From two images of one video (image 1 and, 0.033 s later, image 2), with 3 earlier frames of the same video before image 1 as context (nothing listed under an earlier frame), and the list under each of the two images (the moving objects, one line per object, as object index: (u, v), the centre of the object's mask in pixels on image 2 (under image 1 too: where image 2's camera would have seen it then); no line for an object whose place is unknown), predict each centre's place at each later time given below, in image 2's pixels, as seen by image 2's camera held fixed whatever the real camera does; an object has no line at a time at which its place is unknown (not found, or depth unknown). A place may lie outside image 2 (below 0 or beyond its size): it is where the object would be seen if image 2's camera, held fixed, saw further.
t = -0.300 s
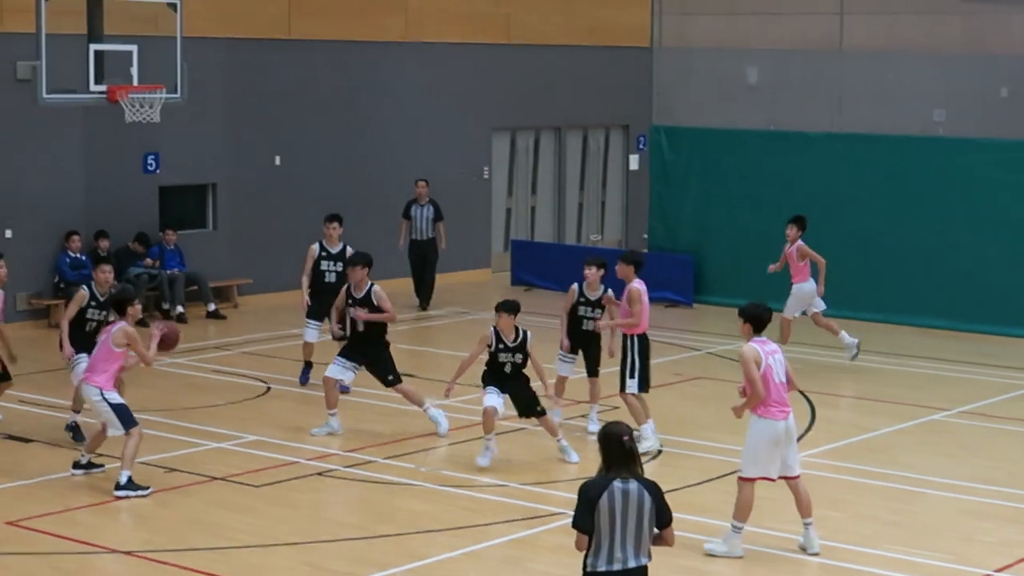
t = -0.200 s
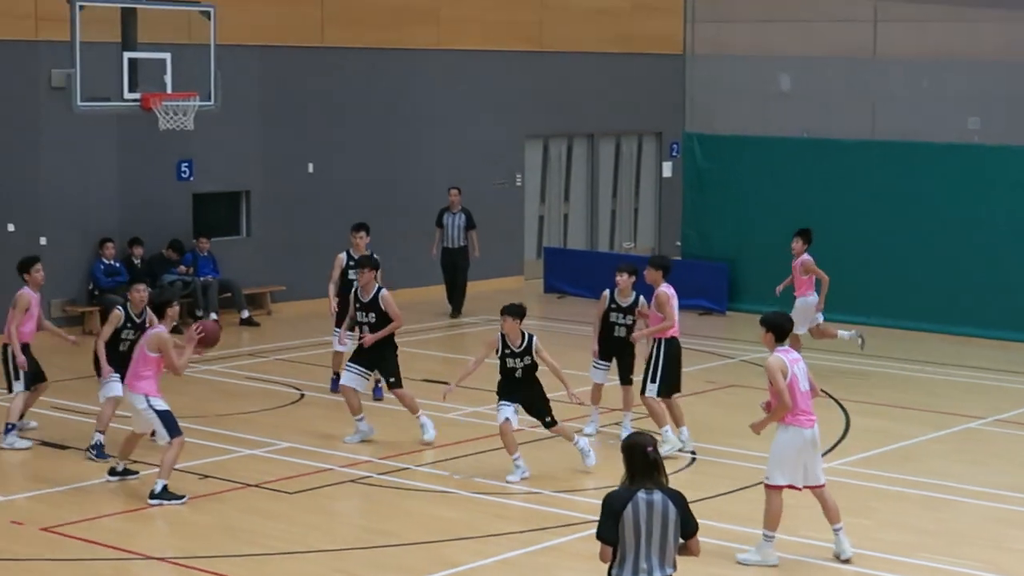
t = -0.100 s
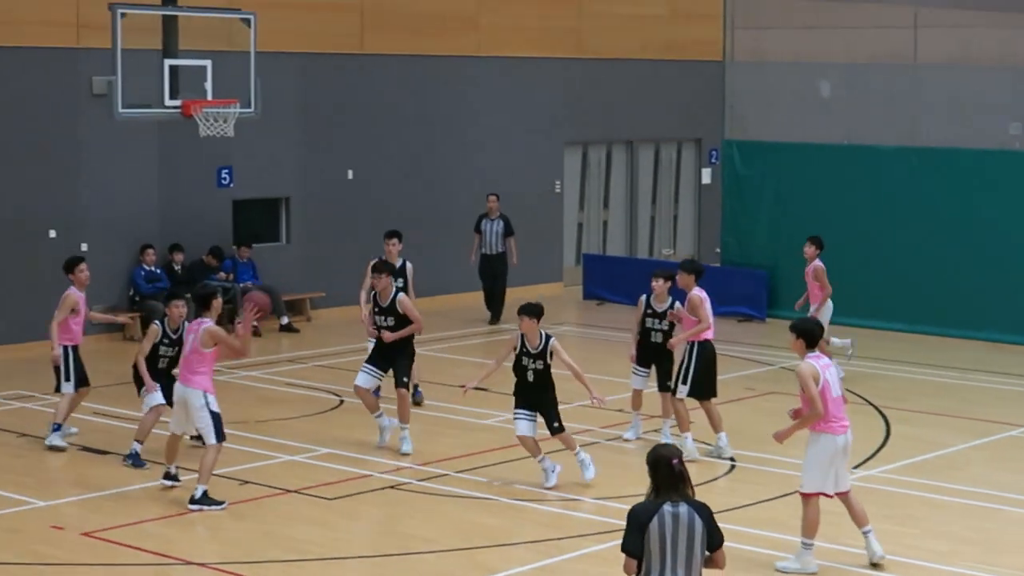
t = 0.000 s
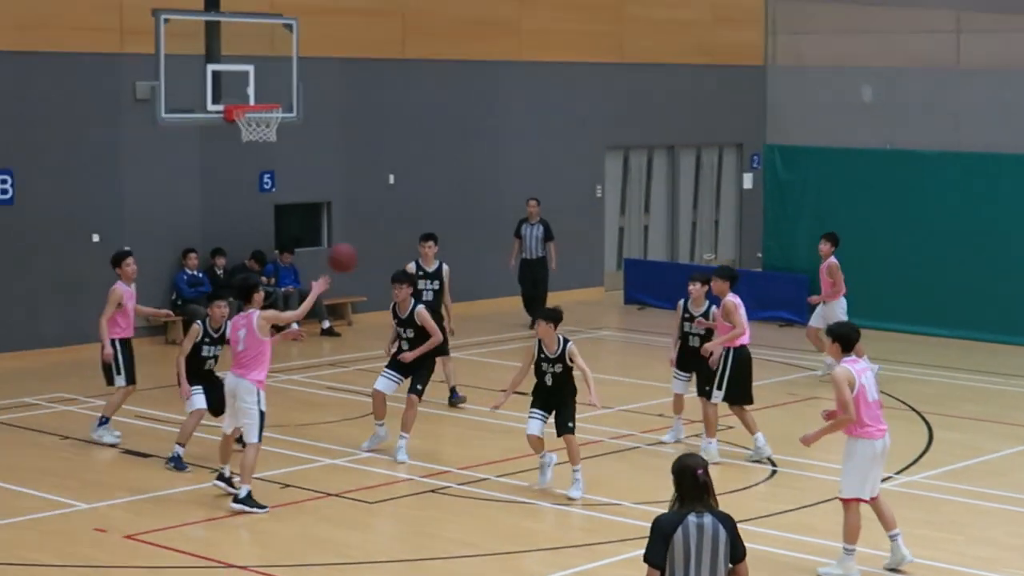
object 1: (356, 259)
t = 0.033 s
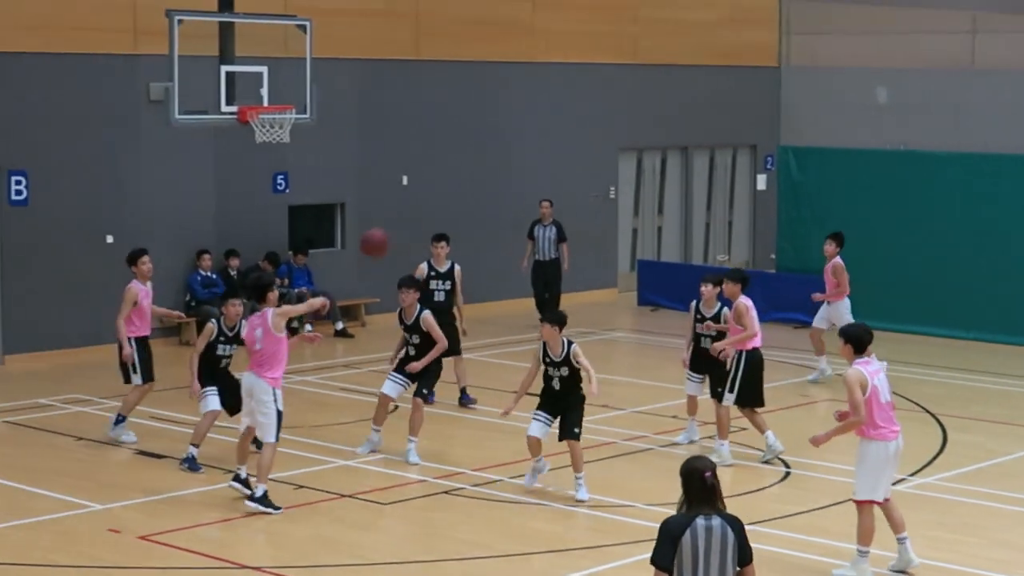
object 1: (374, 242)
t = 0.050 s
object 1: (383, 234)
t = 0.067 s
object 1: (392, 228)
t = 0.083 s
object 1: (401, 221)
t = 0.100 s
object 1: (410, 215)
